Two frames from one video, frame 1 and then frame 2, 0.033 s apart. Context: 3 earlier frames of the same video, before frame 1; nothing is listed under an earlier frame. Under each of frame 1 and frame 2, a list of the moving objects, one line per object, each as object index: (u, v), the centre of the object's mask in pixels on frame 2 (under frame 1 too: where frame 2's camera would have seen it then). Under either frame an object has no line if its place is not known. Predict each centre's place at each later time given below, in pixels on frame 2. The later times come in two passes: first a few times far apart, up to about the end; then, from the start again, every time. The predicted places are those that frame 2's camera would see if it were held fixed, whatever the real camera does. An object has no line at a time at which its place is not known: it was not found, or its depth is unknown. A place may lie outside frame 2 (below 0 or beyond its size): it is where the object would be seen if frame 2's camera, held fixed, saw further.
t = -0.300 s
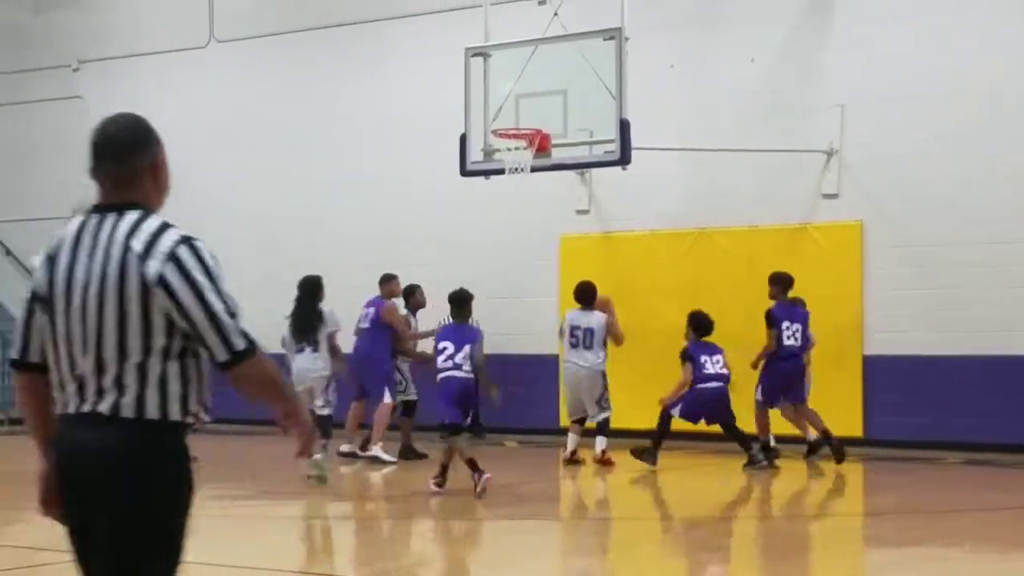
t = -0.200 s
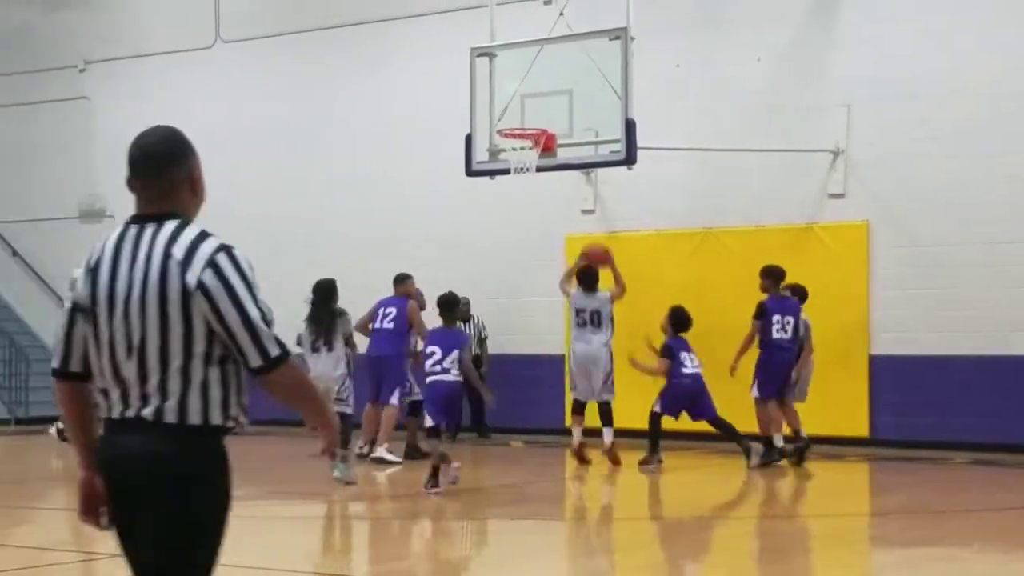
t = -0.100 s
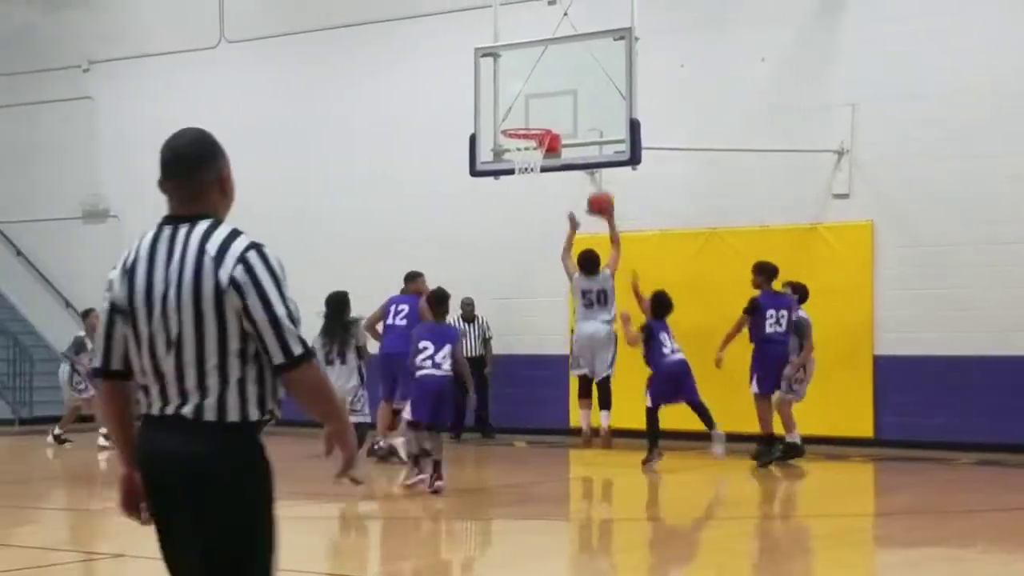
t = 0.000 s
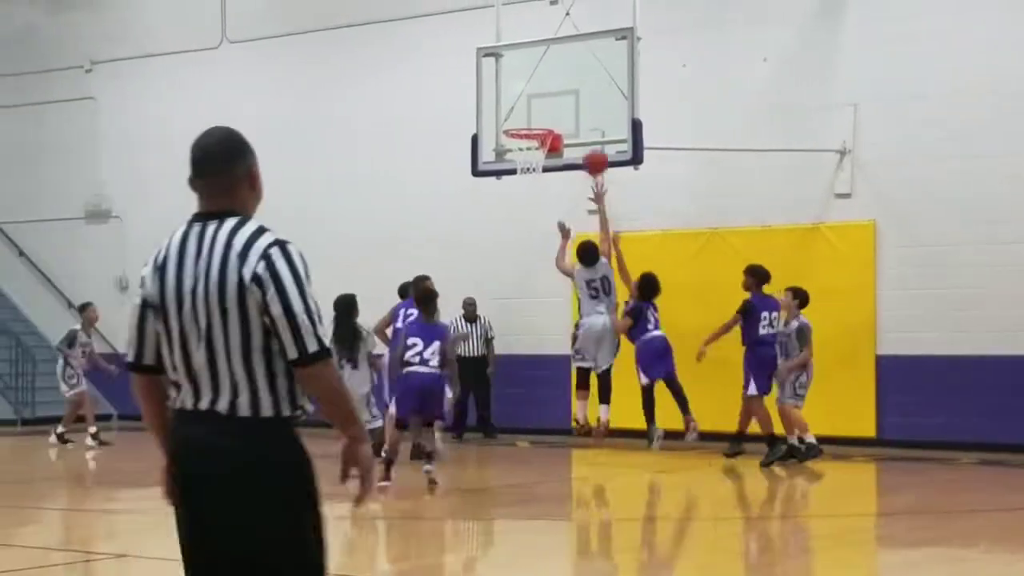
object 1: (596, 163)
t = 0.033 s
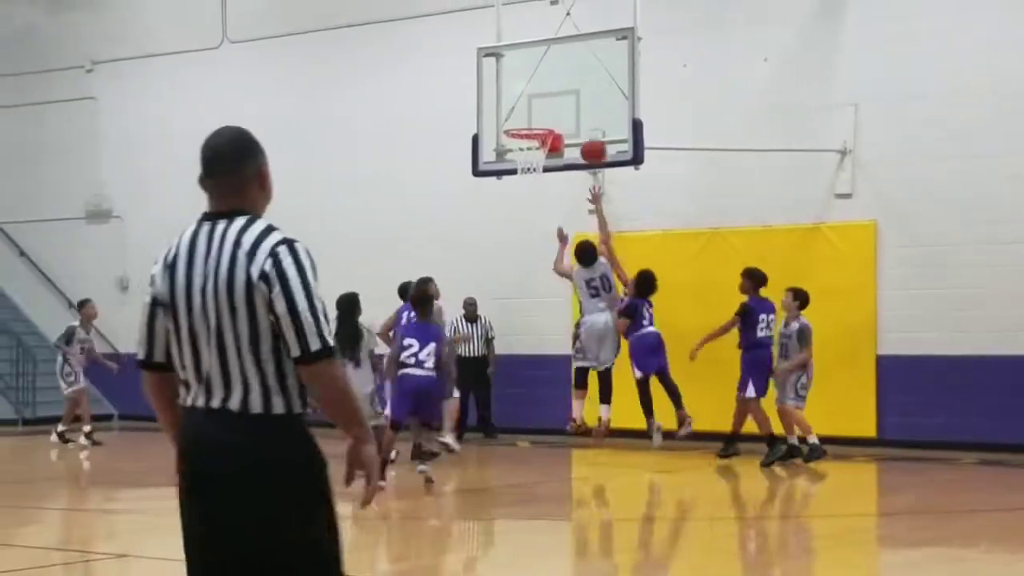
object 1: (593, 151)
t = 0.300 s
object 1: (558, 117)
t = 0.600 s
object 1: (564, 127)
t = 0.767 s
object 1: (571, 163)
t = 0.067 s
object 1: (591, 140)
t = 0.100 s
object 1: (588, 132)
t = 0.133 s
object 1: (585, 125)
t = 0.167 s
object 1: (579, 121)
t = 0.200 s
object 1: (574, 118)
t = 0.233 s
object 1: (569, 117)
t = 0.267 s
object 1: (563, 117)
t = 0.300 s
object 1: (558, 117)
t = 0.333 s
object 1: (557, 116)
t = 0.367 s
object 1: (558, 115)
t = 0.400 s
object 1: (558, 115)
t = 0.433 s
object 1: (559, 116)
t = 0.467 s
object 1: (560, 118)
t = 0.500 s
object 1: (560, 121)
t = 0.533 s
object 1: (562, 122)
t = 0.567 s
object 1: (563, 124)
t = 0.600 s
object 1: (564, 127)
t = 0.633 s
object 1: (566, 132)
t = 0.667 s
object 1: (568, 138)
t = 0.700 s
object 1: (569, 145)
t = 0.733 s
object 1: (569, 153)
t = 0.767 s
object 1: (571, 163)
